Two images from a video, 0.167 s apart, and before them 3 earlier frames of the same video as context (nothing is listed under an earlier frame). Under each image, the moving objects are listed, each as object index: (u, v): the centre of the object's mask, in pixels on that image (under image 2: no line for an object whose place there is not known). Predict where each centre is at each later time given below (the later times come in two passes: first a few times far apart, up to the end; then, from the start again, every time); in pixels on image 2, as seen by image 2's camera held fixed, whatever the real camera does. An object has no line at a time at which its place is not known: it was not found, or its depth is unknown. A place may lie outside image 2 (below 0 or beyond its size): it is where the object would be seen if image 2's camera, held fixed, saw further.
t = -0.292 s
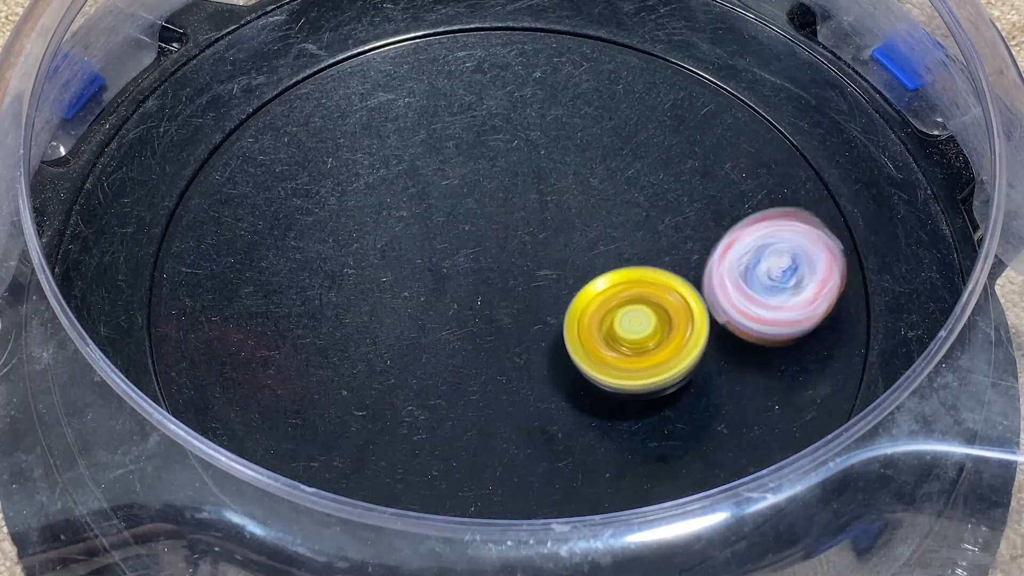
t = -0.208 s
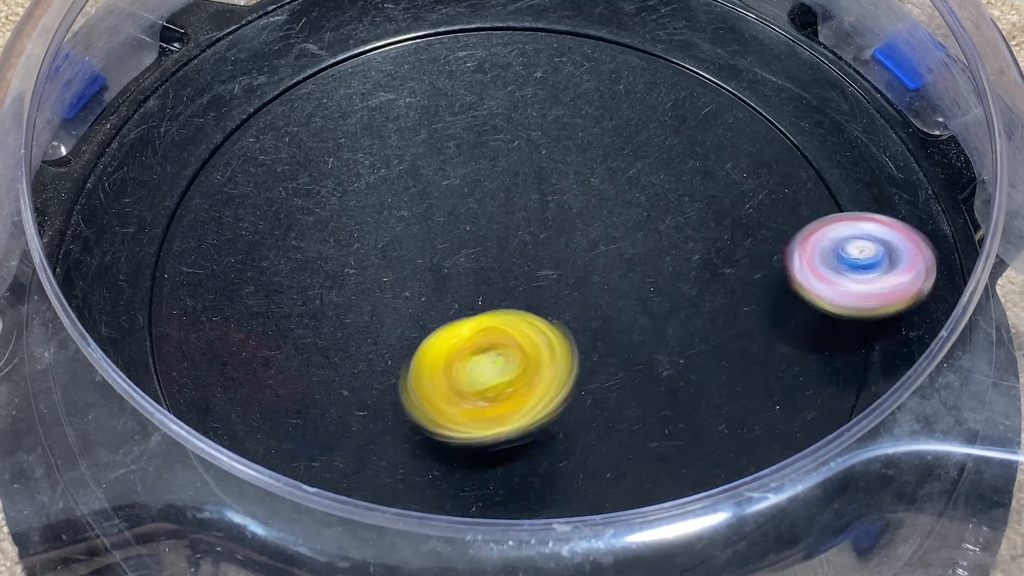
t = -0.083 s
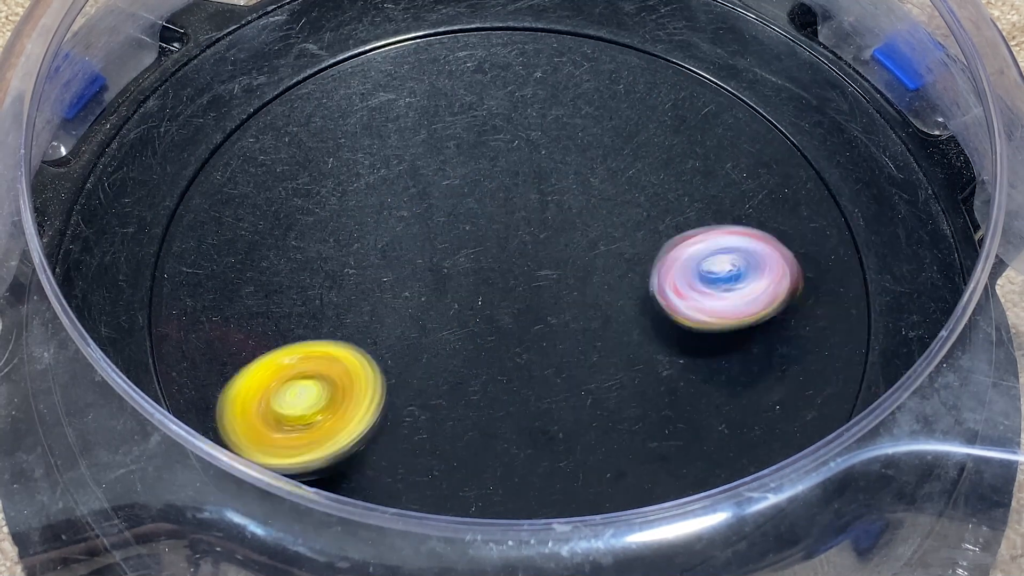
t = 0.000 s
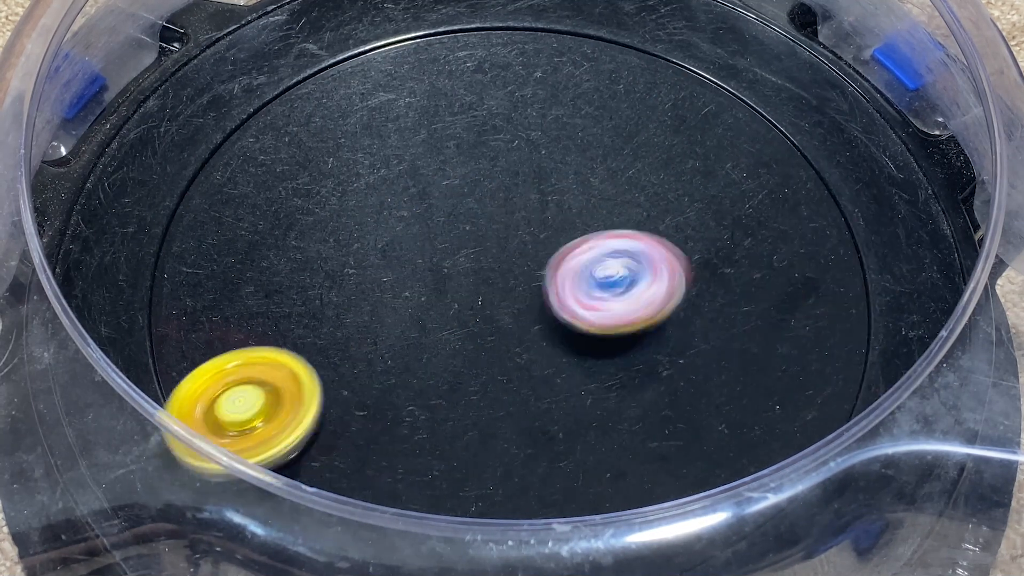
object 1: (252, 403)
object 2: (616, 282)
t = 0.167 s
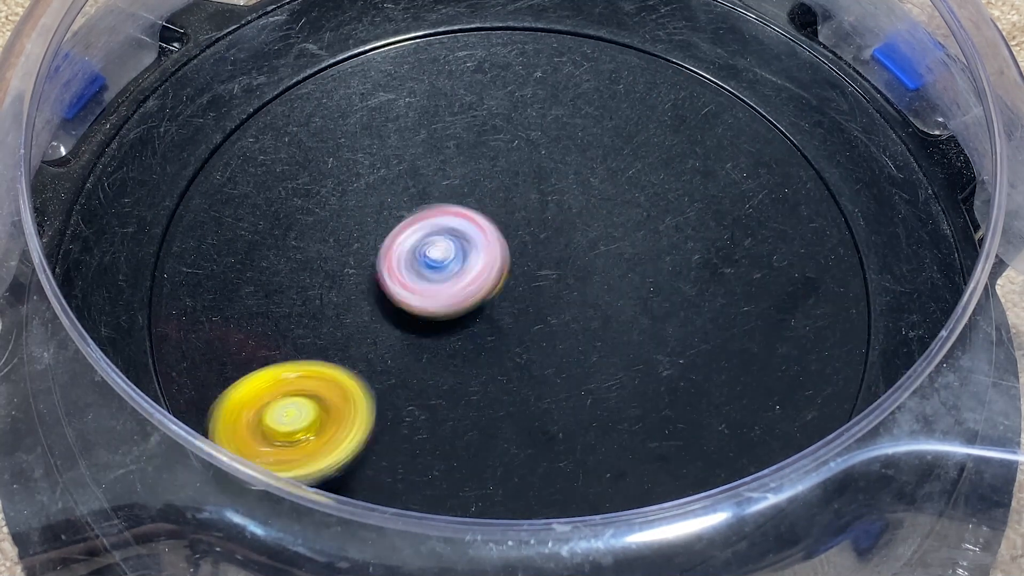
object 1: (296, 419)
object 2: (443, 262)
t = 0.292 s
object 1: (397, 413)
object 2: (397, 217)
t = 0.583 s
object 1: (495, 342)
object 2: (489, 116)
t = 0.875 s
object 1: (403, 297)
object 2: (645, 268)
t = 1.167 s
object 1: (270, 308)
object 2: (792, 367)
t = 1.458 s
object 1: (335, 311)
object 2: (537, 340)
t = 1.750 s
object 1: (439, 279)
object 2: (523, 156)
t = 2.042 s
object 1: (484, 255)
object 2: (674, 201)
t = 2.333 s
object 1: (479, 289)
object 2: (653, 396)
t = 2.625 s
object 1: (553, 319)
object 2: (346, 354)
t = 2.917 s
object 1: (603, 333)
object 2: (402, 154)
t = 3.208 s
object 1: (610, 340)
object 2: (648, 230)
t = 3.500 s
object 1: (534, 404)
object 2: (715, 313)
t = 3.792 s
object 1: (478, 408)
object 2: (567, 271)
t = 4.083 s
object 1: (444, 359)
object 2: (571, 150)
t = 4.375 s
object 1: (416, 288)
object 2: (563, 270)
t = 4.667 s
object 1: (424, 225)
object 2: (445, 341)
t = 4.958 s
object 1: (473, 171)
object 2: (434, 312)
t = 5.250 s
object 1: (539, 171)
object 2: (588, 325)
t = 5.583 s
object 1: (598, 226)
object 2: (503, 323)
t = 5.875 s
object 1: (769, 174)
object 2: (201, 321)
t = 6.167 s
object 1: (673, 241)
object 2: (524, 248)
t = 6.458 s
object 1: (783, 326)
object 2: (220, 139)
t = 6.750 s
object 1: (640, 314)
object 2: (489, 221)
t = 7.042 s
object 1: (596, 348)
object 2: (413, 195)
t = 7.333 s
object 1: (538, 382)
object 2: (575, 142)
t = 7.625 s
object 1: (519, 335)
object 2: (718, 243)
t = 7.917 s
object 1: (476, 247)
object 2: (637, 444)
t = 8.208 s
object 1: (488, 208)
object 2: (415, 430)
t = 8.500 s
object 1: (562, 194)
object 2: (372, 252)
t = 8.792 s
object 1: (598, 226)
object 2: (465, 184)
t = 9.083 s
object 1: (596, 289)
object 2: (479, 224)
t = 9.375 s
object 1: (591, 368)
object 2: (331, 165)
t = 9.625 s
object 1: (539, 349)
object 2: (423, 194)
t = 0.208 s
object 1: (327, 423)
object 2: (418, 249)
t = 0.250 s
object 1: (363, 420)
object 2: (403, 234)
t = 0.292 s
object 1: (397, 413)
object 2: (397, 217)
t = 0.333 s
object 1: (429, 404)
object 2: (397, 201)
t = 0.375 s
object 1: (457, 392)
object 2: (402, 183)
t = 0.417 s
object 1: (479, 380)
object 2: (411, 164)
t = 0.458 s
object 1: (494, 367)
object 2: (423, 147)
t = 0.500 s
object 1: (501, 357)
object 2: (439, 132)
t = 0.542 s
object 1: (500, 349)
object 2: (462, 121)
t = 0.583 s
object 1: (495, 342)
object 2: (489, 116)
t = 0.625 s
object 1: (489, 335)
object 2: (519, 120)
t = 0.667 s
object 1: (483, 328)
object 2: (546, 135)
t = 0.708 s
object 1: (476, 320)
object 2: (568, 158)
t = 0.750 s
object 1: (470, 313)
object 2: (581, 187)
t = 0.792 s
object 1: (464, 306)
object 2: (586, 222)
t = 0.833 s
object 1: (458, 298)
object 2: (583, 255)
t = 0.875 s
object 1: (403, 297)
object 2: (645, 268)
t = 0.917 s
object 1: (344, 296)
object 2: (724, 274)
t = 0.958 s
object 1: (304, 295)
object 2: (787, 280)
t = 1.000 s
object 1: (285, 296)
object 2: (830, 288)
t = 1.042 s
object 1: (277, 299)
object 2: (856, 304)
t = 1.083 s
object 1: (272, 301)
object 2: (857, 326)
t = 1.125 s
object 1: (270, 305)
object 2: (829, 347)
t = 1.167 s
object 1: (270, 308)
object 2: (792, 367)
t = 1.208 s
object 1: (273, 310)
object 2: (753, 383)
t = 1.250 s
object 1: (279, 312)
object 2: (713, 395)
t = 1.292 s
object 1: (287, 313)
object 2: (671, 402)
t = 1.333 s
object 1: (297, 314)
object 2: (631, 400)
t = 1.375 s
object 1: (308, 314)
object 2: (593, 388)
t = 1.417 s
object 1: (321, 312)
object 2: (562, 367)
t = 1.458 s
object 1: (335, 311)
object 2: (537, 340)
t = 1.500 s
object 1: (350, 307)
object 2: (519, 311)
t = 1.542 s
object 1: (365, 303)
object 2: (507, 280)
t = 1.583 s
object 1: (380, 299)
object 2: (501, 250)
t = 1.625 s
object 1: (395, 294)
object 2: (499, 221)
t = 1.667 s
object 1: (410, 289)
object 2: (503, 197)
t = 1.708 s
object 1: (425, 284)
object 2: (511, 175)
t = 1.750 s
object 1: (439, 279)
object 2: (523, 156)
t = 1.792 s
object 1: (453, 273)
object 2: (539, 141)
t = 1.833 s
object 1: (467, 269)
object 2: (559, 132)
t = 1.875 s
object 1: (480, 264)
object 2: (581, 132)
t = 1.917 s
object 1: (494, 259)
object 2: (601, 142)
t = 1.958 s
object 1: (507, 256)
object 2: (614, 162)
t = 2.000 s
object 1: (514, 252)
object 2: (625, 186)
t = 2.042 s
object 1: (484, 255)
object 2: (674, 201)
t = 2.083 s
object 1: (459, 260)
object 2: (715, 219)
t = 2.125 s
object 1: (443, 263)
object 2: (741, 241)
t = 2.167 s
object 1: (441, 267)
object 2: (749, 268)
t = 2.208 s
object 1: (448, 272)
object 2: (742, 302)
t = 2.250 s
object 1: (458, 277)
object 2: (722, 337)
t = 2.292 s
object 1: (468, 283)
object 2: (692, 369)
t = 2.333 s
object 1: (479, 289)
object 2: (653, 396)
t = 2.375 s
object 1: (490, 294)
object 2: (608, 415)
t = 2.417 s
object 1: (501, 298)
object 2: (559, 426)
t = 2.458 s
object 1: (512, 301)
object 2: (509, 426)
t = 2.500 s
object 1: (523, 306)
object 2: (460, 419)
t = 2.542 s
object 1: (534, 311)
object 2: (416, 403)
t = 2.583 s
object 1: (543, 315)
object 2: (378, 381)
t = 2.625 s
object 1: (553, 319)
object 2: (346, 354)
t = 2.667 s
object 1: (562, 322)
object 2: (324, 322)
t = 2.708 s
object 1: (571, 326)
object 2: (313, 288)
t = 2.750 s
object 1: (578, 327)
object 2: (311, 254)
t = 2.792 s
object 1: (585, 329)
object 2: (321, 222)
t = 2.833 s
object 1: (592, 331)
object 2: (340, 193)
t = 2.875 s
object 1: (598, 332)
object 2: (368, 170)
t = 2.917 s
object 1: (603, 333)
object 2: (402, 154)
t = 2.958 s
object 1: (607, 334)
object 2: (441, 144)
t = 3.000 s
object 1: (610, 334)
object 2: (482, 144)
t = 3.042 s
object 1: (613, 334)
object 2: (523, 151)
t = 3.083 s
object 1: (615, 334)
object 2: (561, 165)
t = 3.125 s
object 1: (615, 334)
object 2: (595, 186)
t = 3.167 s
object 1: (615, 333)
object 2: (623, 211)
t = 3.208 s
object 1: (610, 340)
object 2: (648, 230)
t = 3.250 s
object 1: (601, 359)
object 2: (670, 231)
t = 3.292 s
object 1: (595, 370)
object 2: (686, 240)
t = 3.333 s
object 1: (591, 375)
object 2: (694, 257)
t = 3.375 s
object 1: (587, 378)
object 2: (695, 281)
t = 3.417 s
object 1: (581, 382)
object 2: (688, 306)
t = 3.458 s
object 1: (556, 394)
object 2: (704, 311)
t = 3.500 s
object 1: (534, 404)
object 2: (715, 313)
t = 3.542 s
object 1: (520, 410)
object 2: (713, 320)
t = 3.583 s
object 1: (512, 413)
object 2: (696, 325)
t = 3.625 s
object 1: (505, 414)
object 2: (670, 324)
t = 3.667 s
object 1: (497, 415)
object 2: (641, 319)
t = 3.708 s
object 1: (490, 414)
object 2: (613, 307)
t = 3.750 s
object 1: (484, 411)
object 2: (588, 291)
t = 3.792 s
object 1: (478, 408)
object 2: (567, 271)
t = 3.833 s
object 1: (472, 404)
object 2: (552, 249)
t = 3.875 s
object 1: (466, 398)
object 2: (543, 226)
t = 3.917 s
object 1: (461, 392)
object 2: (539, 204)
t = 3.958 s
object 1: (456, 384)
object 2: (540, 183)
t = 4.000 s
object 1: (451, 377)
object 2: (546, 166)
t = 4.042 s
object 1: (447, 368)
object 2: (557, 154)
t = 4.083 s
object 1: (444, 359)
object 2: (571, 150)
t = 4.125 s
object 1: (441, 349)
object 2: (585, 156)
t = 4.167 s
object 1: (440, 340)
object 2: (593, 171)
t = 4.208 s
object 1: (439, 330)
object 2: (591, 193)
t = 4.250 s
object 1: (439, 319)
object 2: (581, 215)
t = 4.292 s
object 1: (439, 308)
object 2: (565, 236)
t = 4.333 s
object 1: (430, 298)
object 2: (556, 253)
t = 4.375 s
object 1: (416, 288)
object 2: (563, 270)
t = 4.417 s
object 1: (412, 278)
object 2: (560, 286)
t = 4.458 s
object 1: (411, 269)
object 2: (549, 302)
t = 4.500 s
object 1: (411, 259)
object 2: (531, 319)
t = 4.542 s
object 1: (413, 249)
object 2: (511, 335)
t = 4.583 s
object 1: (416, 240)
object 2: (489, 344)
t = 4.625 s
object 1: (419, 233)
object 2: (466, 346)
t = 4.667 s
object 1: (424, 225)
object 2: (445, 341)
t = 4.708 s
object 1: (430, 209)
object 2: (428, 348)
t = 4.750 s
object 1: (437, 199)
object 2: (413, 350)
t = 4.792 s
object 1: (443, 191)
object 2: (403, 344)
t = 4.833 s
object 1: (450, 185)
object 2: (401, 335)
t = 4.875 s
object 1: (457, 179)
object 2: (406, 327)
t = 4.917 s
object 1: (465, 174)
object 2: (418, 320)
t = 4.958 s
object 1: (473, 171)
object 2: (434, 312)
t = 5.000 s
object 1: (482, 168)
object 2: (454, 304)
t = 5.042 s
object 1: (491, 166)
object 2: (478, 297)
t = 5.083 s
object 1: (501, 165)
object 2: (503, 294)
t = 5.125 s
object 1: (510, 165)
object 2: (528, 294)
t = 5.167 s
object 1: (520, 166)
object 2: (553, 299)
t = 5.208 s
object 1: (530, 168)
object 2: (574, 310)
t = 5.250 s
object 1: (539, 171)
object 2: (588, 325)
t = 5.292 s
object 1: (548, 176)
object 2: (596, 342)
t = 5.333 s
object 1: (557, 181)
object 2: (594, 358)
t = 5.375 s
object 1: (565, 186)
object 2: (582, 371)
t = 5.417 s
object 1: (574, 193)
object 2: (564, 375)
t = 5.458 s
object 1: (581, 201)
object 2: (544, 371)
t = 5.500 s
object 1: (587, 209)
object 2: (526, 360)
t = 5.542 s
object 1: (593, 217)
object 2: (512, 343)
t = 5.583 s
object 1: (598, 226)
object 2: (503, 323)
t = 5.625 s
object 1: (617, 226)
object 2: (477, 314)
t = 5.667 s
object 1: (679, 194)
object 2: (376, 342)
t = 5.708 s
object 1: (727, 172)
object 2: (288, 357)
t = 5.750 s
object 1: (758, 163)
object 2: (219, 361)
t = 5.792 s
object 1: (773, 164)
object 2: (177, 350)
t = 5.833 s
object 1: (774, 168)
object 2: (173, 335)
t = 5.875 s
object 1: (769, 174)
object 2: (201, 321)
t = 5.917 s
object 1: (762, 181)
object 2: (241, 305)
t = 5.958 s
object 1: (752, 189)
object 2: (288, 288)
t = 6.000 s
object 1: (741, 199)
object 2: (337, 273)
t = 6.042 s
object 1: (727, 209)
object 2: (389, 261)
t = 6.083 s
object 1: (712, 219)
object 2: (437, 253)
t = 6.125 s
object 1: (693, 230)
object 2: (484, 247)
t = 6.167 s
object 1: (673, 241)
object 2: (524, 248)
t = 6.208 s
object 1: (711, 256)
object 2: (478, 229)
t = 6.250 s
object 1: (767, 277)
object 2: (392, 202)
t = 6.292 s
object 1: (804, 295)
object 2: (322, 180)
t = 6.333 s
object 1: (816, 310)
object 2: (265, 159)
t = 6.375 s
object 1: (811, 322)
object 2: (229, 147)
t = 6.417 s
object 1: (797, 325)
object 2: (214, 141)
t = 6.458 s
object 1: (783, 326)
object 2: (220, 139)
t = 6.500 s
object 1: (766, 328)
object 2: (242, 140)
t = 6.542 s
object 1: (748, 327)
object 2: (277, 139)
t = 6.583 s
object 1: (728, 326)
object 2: (319, 144)
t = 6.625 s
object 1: (709, 324)
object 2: (363, 157)
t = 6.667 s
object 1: (689, 323)
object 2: (407, 174)
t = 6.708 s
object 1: (668, 319)
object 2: (449, 197)
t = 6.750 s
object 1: (640, 314)
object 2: (489, 221)
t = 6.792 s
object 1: (619, 315)
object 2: (511, 237)
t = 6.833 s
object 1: (633, 337)
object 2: (473, 214)
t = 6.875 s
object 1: (636, 353)
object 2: (444, 200)
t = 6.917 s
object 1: (628, 360)
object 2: (420, 189)
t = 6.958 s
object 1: (617, 358)
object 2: (407, 185)
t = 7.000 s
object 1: (606, 353)
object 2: (404, 188)
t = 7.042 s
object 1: (596, 348)
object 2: (413, 195)
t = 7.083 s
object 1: (586, 341)
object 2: (433, 203)
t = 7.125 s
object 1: (576, 336)
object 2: (462, 213)
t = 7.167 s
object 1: (567, 327)
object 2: (490, 226)
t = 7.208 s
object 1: (558, 338)
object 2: (516, 218)
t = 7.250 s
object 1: (553, 365)
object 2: (537, 182)
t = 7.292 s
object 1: (546, 380)
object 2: (558, 156)
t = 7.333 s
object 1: (538, 382)
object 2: (575, 142)
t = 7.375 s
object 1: (533, 376)
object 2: (594, 139)
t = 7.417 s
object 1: (529, 370)
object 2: (616, 144)
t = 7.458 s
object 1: (526, 364)
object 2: (640, 155)
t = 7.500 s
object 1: (524, 357)
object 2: (665, 170)
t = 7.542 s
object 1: (521, 350)
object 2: (689, 190)
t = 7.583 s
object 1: (520, 344)
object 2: (708, 215)
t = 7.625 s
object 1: (519, 335)
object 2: (718, 243)
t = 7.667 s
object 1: (519, 328)
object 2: (718, 273)
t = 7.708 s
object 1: (519, 320)
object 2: (708, 302)
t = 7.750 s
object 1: (520, 312)
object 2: (687, 330)
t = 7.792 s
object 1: (521, 304)
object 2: (658, 354)
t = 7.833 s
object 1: (514, 290)
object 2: (638, 380)
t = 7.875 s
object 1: (490, 265)
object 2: (646, 419)
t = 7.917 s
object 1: (476, 247)
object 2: (637, 444)
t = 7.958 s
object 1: (472, 237)
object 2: (615, 460)
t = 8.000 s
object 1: (473, 230)
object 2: (583, 470)
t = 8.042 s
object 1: (474, 225)
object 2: (548, 475)
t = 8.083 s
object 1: (477, 219)
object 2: (510, 475)
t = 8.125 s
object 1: (480, 214)
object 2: (473, 468)
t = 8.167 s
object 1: (484, 210)
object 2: (440, 454)
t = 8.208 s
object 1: (488, 208)
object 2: (415, 430)
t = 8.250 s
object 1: (494, 205)
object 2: (398, 399)
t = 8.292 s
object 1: (499, 204)
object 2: (391, 366)
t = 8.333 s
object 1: (505, 203)
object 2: (390, 334)
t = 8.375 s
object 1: (512, 204)
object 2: (396, 302)
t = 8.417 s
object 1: (518, 205)
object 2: (405, 273)
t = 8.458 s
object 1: (543, 197)
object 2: (387, 260)
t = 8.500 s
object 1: (562, 194)
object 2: (372, 252)
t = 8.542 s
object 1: (571, 197)
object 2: (367, 240)
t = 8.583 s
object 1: (576, 199)
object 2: (370, 225)
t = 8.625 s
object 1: (582, 203)
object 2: (378, 208)
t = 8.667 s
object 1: (587, 207)
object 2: (392, 193)
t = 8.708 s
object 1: (592, 213)
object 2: (412, 182)
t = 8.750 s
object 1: (595, 219)
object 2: (437, 179)
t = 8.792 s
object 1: (598, 226)
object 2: (465, 184)
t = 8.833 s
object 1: (603, 236)
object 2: (483, 188)
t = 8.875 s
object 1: (612, 249)
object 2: (485, 186)
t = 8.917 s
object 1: (615, 261)
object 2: (483, 190)
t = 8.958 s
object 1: (612, 270)
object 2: (481, 194)
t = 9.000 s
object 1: (608, 276)
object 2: (481, 203)
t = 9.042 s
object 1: (602, 283)
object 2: (480, 212)
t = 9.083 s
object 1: (596, 289)
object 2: (479, 224)
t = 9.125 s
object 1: (588, 295)
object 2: (477, 237)
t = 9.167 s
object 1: (597, 309)
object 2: (445, 235)
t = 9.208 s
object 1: (614, 334)
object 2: (400, 220)
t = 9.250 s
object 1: (619, 353)
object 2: (370, 206)
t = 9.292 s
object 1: (612, 364)
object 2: (350, 192)
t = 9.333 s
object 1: (601, 368)
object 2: (337, 179)
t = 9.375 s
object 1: (591, 368)
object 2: (331, 165)
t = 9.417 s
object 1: (582, 368)
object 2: (331, 153)
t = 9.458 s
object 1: (572, 366)
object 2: (338, 146)
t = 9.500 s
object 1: (564, 363)
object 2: (355, 146)
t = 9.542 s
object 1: (555, 359)
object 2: (378, 156)
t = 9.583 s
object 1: (547, 355)
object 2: (402, 173)
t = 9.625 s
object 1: (539, 349)
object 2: (423, 194)
